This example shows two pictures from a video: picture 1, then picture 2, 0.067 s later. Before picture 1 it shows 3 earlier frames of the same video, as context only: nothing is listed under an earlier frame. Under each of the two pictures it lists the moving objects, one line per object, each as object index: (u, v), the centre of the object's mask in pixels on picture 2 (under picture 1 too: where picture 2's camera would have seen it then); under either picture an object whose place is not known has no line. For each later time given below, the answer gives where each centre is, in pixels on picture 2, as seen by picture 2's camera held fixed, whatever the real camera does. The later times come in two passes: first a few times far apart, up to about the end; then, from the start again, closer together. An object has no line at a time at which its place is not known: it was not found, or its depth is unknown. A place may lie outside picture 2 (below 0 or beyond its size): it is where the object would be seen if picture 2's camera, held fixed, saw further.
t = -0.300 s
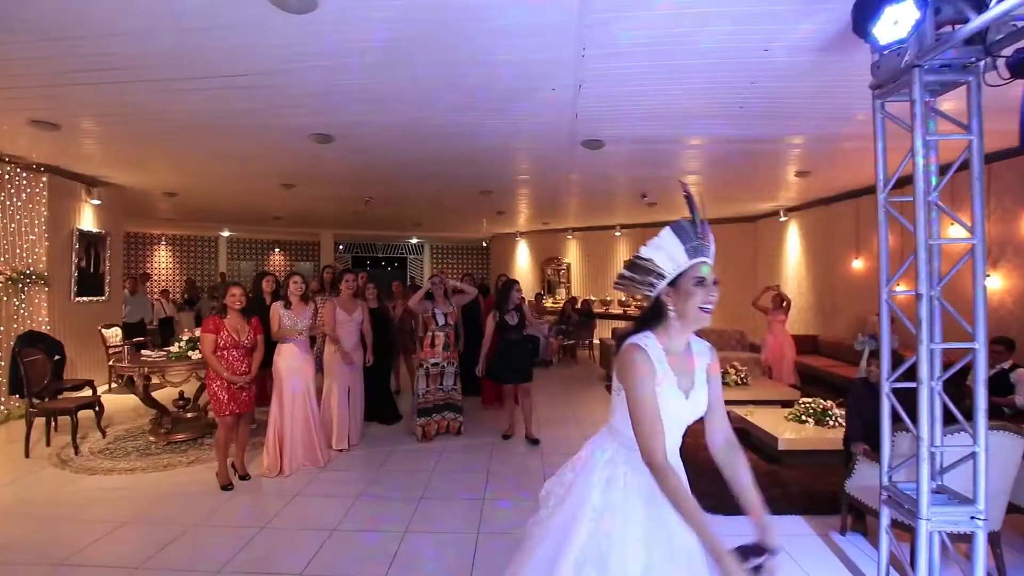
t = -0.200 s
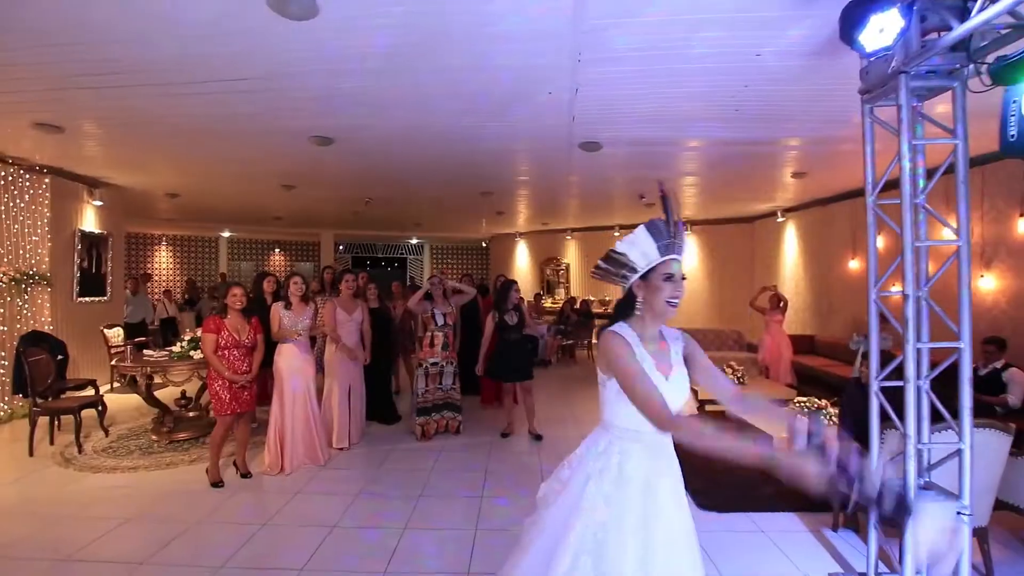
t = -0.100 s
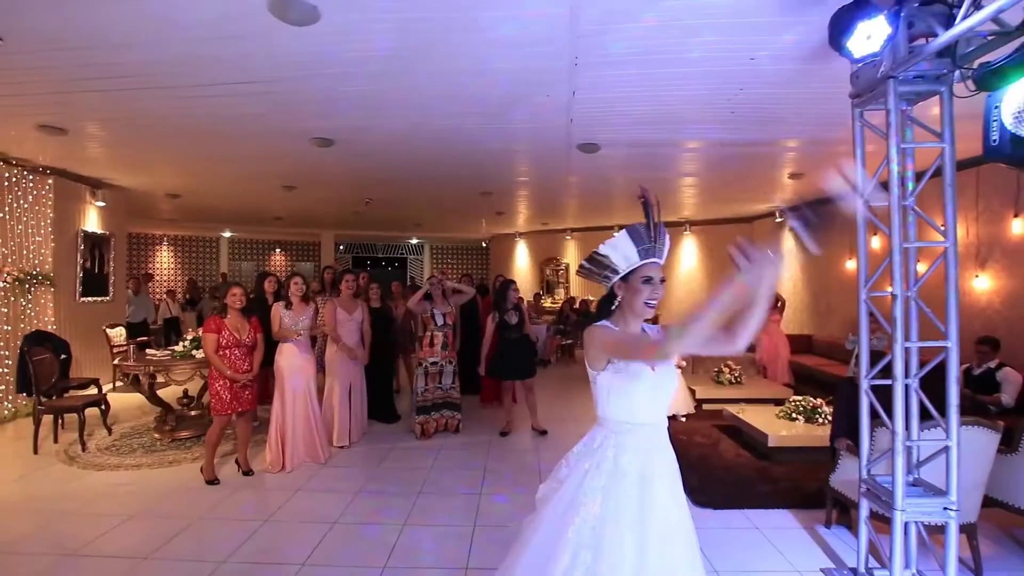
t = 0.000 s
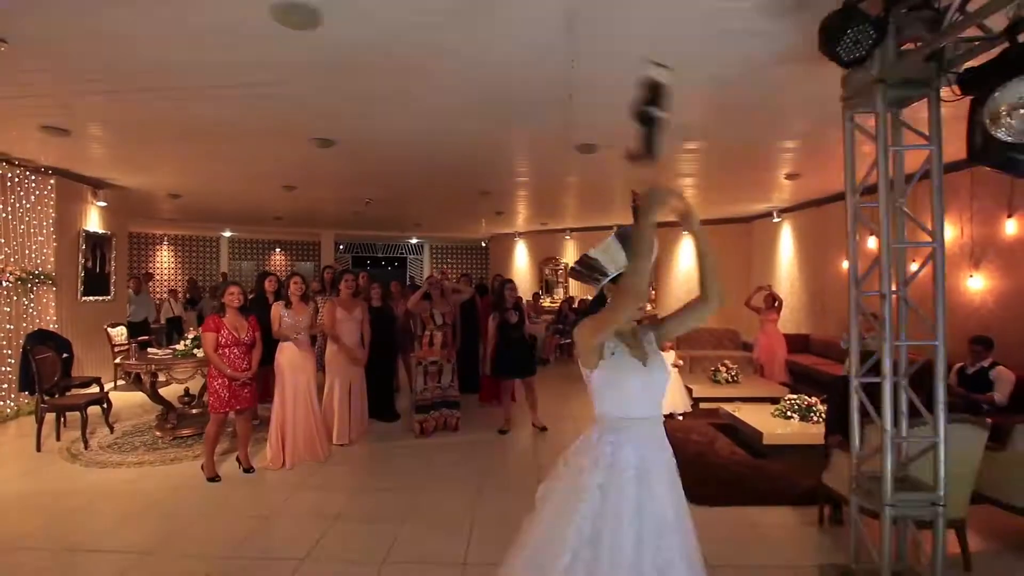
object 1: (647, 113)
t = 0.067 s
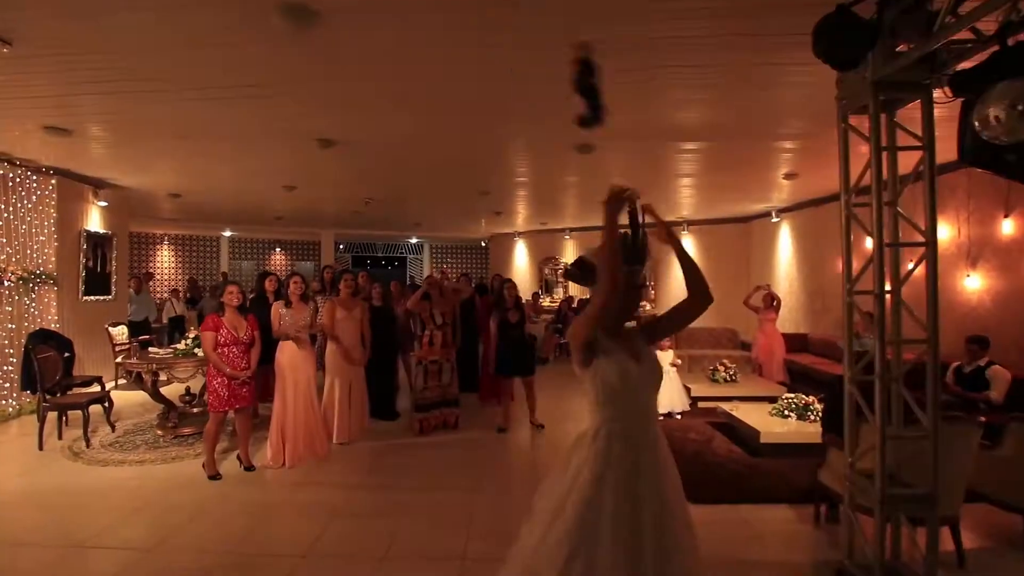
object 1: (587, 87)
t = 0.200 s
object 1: (518, 74)
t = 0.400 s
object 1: (453, 98)
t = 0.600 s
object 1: (415, 167)
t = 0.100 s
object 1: (566, 81)
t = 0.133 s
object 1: (547, 78)
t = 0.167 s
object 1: (532, 75)
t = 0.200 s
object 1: (518, 74)
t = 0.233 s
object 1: (505, 73)
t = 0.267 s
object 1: (493, 74)
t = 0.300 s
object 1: (482, 77)
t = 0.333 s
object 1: (472, 82)
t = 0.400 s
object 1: (453, 98)
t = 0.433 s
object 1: (445, 107)
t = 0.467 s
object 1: (438, 118)
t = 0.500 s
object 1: (431, 131)
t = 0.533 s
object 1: (425, 142)
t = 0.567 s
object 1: (420, 155)
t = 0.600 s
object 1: (415, 167)
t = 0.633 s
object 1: (411, 180)
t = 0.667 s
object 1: (407, 192)
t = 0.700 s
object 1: (403, 205)
